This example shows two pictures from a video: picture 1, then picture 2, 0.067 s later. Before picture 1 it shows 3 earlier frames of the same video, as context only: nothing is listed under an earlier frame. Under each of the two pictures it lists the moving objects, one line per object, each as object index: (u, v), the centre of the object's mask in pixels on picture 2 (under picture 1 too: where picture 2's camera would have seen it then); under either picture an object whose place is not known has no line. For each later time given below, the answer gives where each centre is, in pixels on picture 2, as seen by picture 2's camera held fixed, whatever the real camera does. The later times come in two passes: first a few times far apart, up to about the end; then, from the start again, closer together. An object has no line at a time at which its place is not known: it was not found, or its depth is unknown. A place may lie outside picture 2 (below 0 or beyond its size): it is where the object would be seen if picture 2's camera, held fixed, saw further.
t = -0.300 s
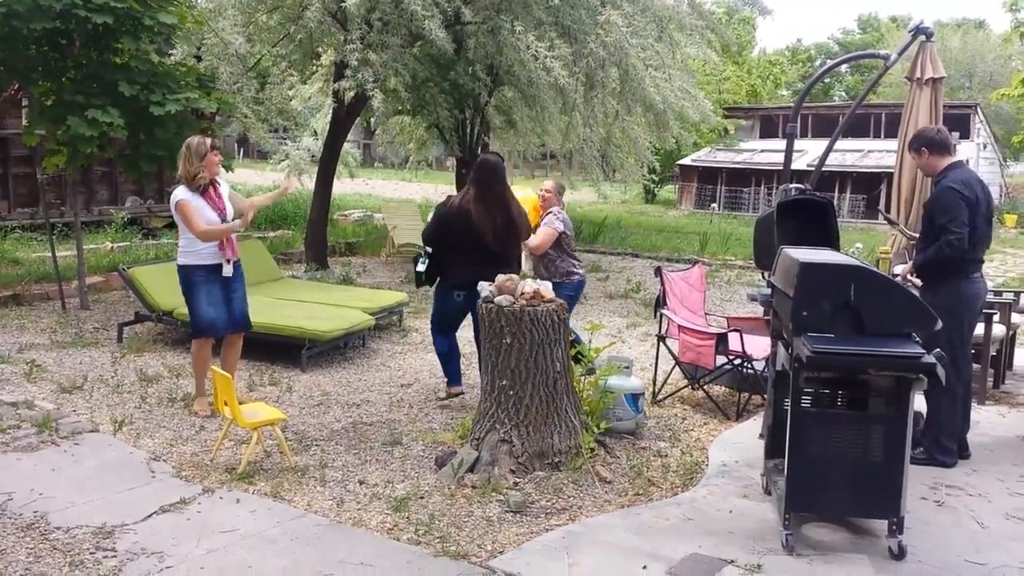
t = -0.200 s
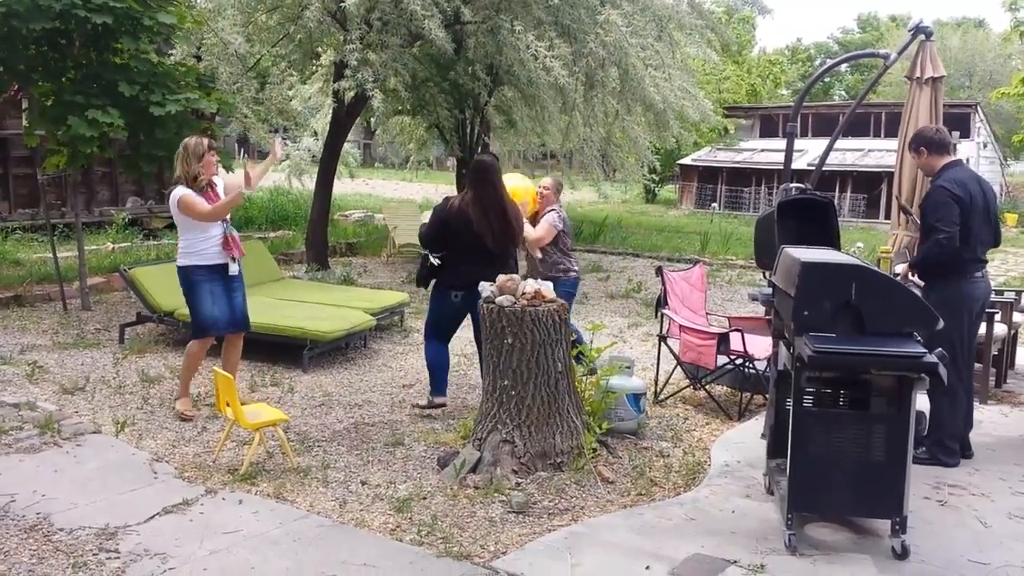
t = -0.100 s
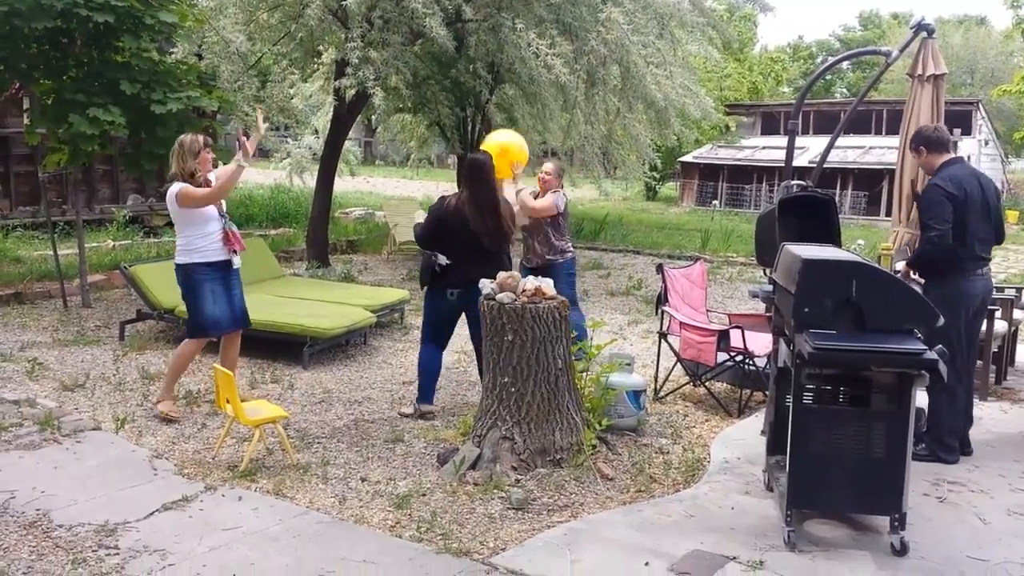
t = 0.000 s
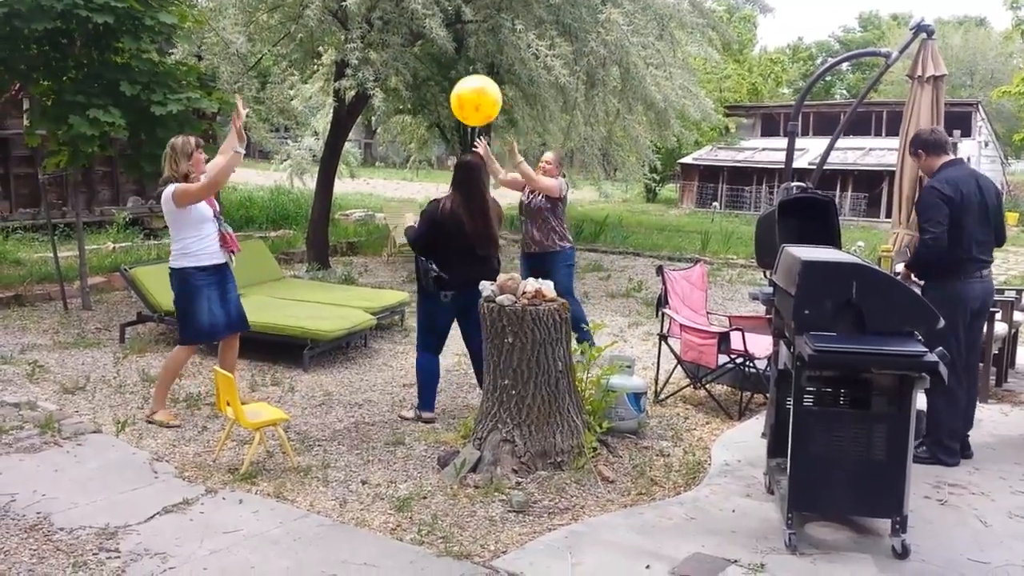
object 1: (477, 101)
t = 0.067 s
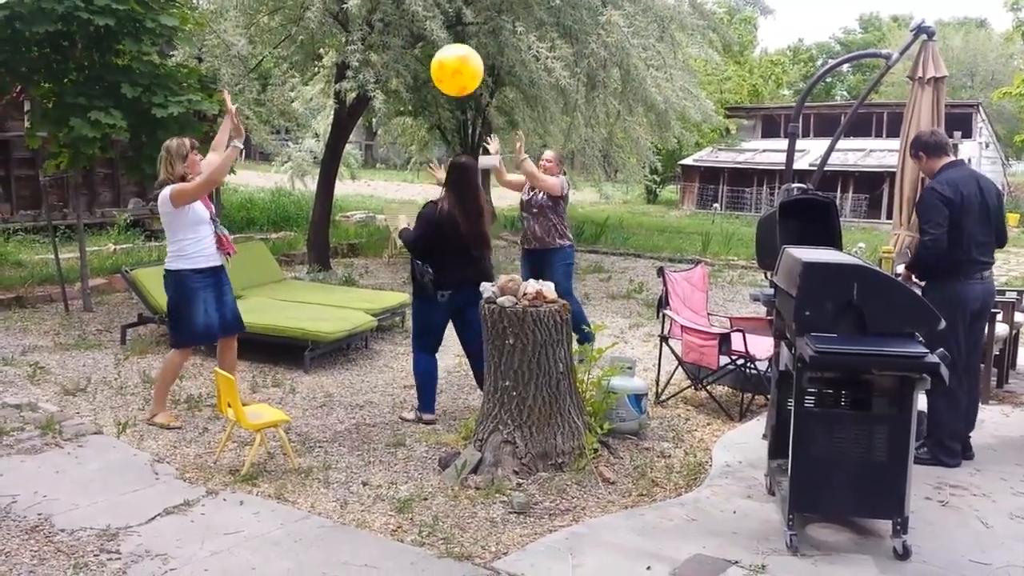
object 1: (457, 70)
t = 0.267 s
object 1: (395, 13)
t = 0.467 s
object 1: (328, 7)
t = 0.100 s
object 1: (447, 55)
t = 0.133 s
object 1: (436, 42)
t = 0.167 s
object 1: (426, 30)
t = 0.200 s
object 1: (415, 21)
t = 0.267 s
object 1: (395, 13)
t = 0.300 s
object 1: (384, 10)
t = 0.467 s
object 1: (328, 7)
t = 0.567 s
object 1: (294, 15)
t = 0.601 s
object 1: (284, 20)
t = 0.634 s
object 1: (272, 26)
